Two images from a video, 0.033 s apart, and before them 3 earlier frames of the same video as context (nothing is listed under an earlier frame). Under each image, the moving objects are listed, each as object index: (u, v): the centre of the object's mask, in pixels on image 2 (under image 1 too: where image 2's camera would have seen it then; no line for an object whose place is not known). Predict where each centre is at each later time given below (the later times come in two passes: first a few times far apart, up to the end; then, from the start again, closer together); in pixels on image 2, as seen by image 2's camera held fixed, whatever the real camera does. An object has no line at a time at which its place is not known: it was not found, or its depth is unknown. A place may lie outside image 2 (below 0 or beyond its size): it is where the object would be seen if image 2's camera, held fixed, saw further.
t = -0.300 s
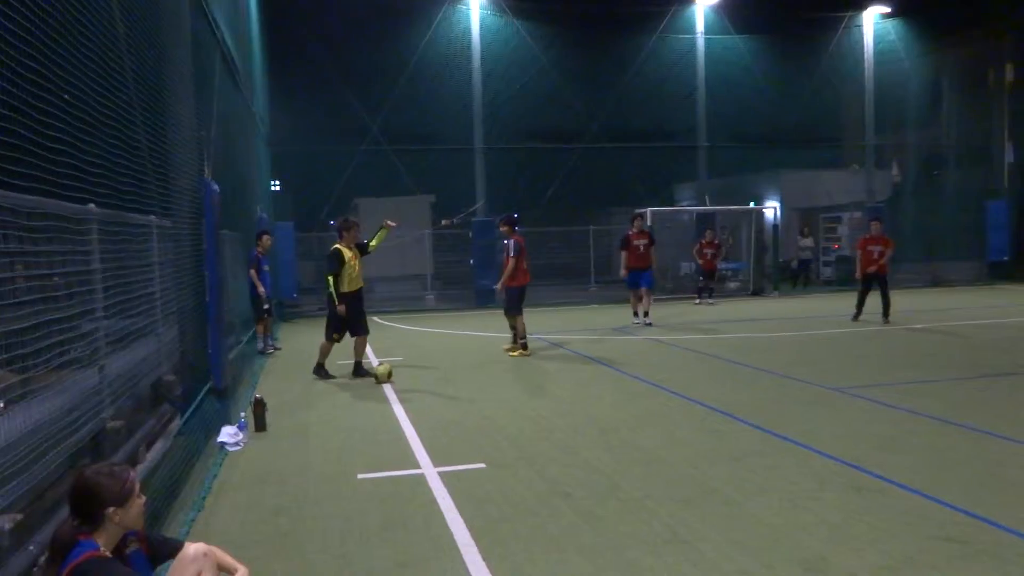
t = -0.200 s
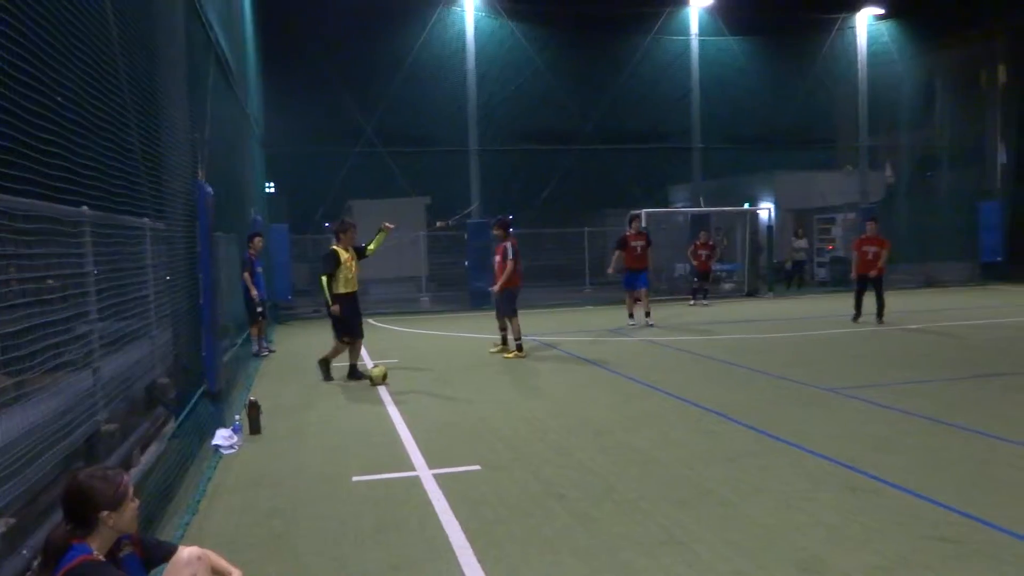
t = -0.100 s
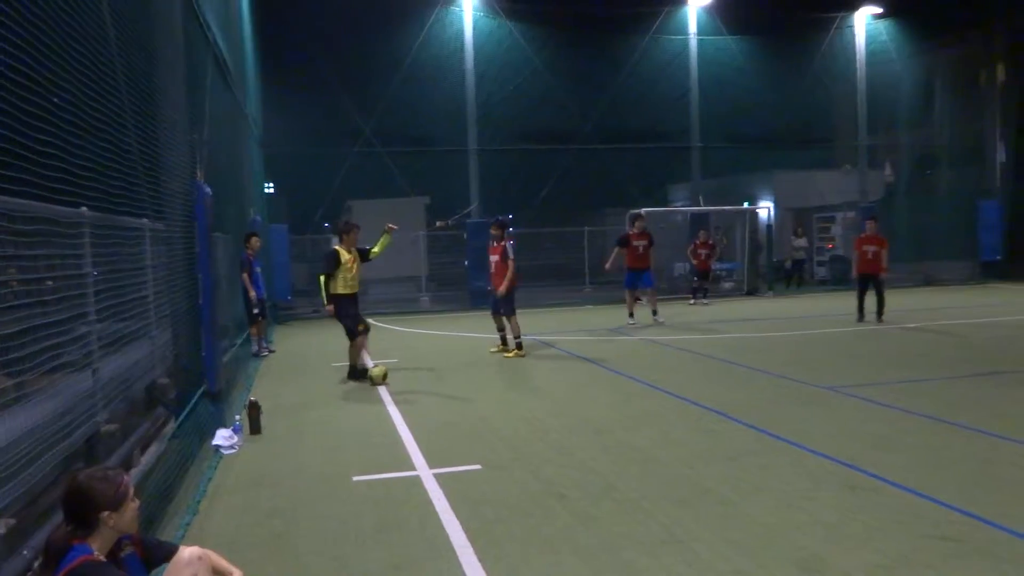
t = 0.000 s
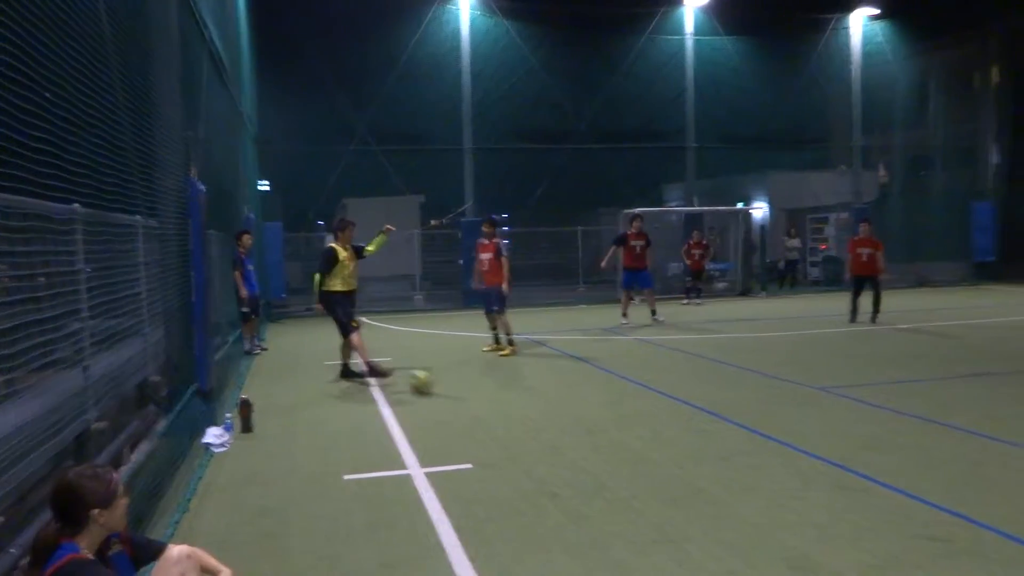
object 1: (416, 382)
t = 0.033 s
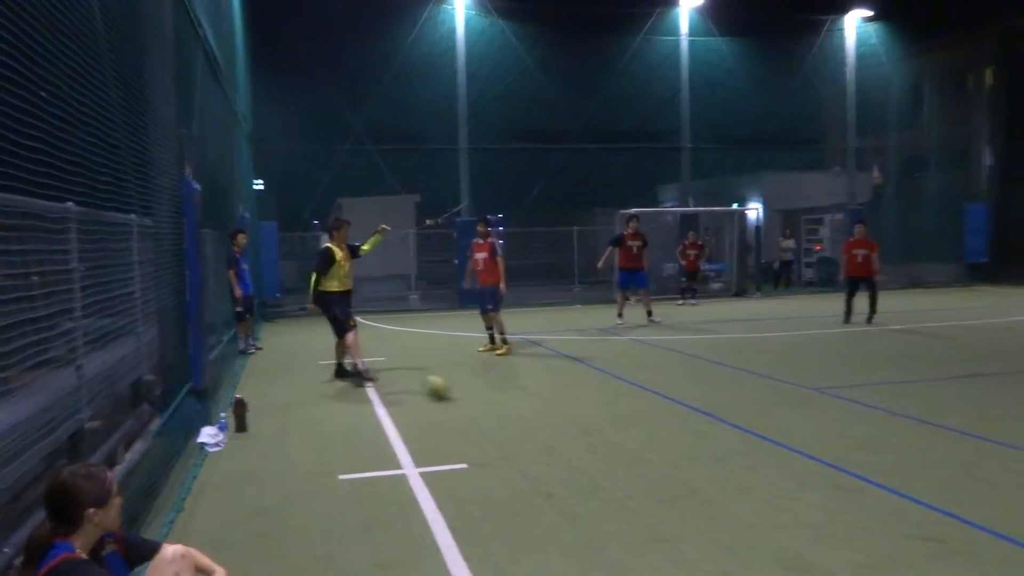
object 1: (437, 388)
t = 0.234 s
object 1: (584, 422)
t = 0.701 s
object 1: (1131, 536)
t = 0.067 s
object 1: (460, 394)
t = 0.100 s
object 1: (481, 399)
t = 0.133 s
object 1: (507, 404)
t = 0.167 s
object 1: (532, 409)
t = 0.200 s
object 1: (557, 415)
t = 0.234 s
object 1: (584, 422)
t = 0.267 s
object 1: (613, 428)
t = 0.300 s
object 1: (646, 435)
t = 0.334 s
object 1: (680, 443)
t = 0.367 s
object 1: (710, 448)
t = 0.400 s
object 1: (746, 456)
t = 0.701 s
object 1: (1131, 536)
